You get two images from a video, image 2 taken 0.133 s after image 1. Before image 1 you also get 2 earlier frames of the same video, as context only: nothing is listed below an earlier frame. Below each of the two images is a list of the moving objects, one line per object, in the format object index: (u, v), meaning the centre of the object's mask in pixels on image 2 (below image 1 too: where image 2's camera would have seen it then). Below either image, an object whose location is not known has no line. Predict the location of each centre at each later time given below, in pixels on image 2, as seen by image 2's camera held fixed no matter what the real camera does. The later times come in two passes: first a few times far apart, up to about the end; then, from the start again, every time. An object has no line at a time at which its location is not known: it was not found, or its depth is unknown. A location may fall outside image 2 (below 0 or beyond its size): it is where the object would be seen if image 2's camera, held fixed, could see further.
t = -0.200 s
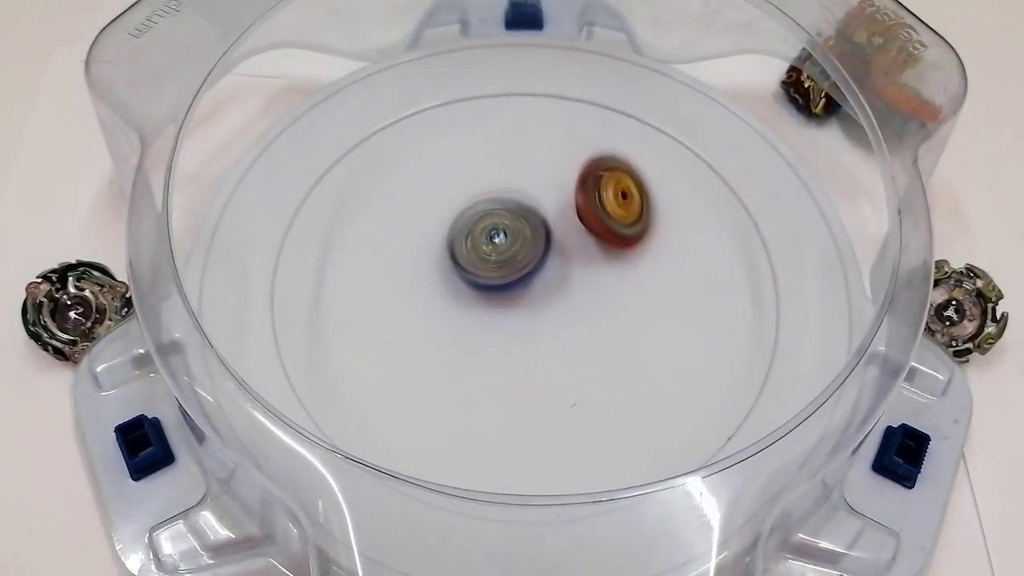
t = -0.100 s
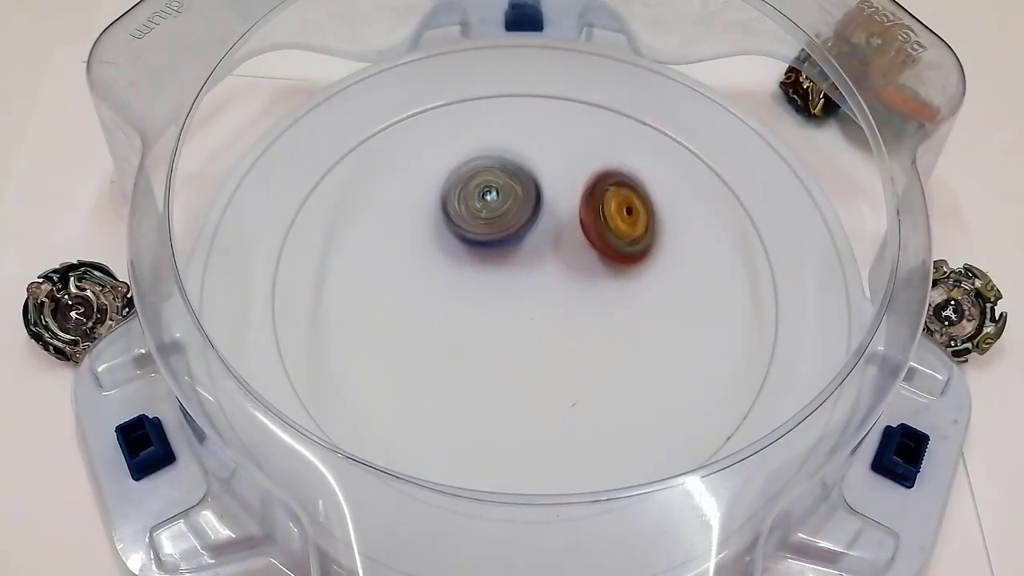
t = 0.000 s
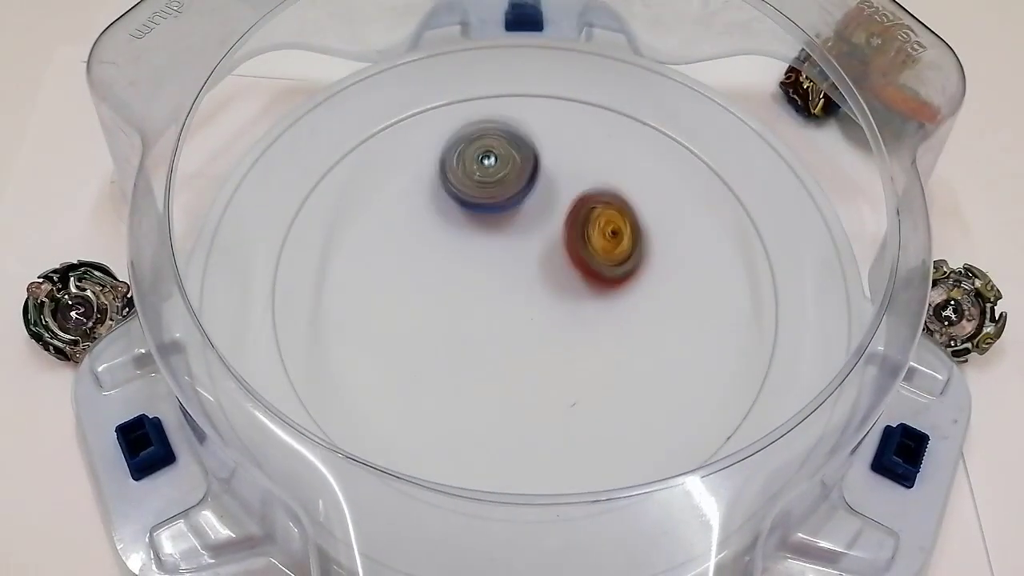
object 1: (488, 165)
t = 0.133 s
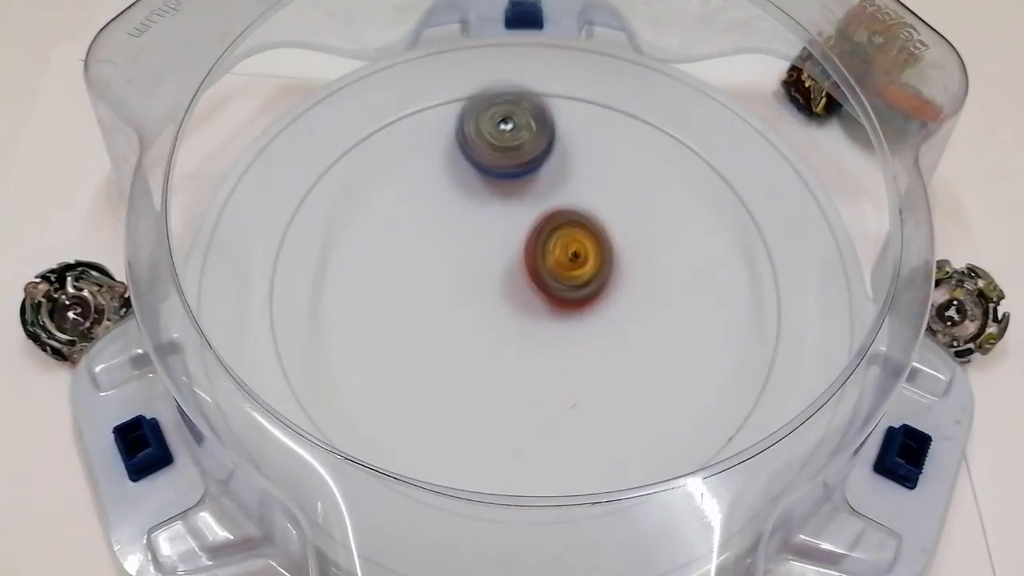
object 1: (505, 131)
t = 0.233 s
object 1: (534, 139)
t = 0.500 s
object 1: (566, 92)
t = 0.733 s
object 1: (580, 115)
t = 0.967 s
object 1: (515, 232)
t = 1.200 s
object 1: (457, 320)
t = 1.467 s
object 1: (456, 390)
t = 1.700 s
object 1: (527, 368)
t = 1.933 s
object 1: (598, 305)
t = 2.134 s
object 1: (622, 239)
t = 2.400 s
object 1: (597, 173)
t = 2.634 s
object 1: (525, 181)
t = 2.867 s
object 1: (448, 216)
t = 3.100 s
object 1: (409, 272)
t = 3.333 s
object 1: (452, 336)
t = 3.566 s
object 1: (537, 339)
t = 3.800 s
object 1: (612, 308)
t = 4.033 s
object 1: (628, 256)
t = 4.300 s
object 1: (576, 211)
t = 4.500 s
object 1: (512, 203)
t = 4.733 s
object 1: (444, 212)
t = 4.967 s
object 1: (433, 252)
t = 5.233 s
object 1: (478, 317)
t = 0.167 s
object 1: (514, 129)
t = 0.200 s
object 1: (525, 131)
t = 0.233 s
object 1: (534, 139)
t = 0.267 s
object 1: (541, 150)
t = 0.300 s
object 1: (545, 165)
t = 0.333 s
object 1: (546, 178)
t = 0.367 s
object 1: (549, 173)
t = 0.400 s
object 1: (555, 145)
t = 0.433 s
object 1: (561, 121)
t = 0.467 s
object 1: (564, 104)
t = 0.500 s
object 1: (566, 92)
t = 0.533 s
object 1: (570, 86)
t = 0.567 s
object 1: (574, 83)
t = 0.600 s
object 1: (577, 83)
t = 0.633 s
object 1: (580, 88)
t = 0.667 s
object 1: (581, 94)
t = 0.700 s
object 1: (581, 104)
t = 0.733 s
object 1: (580, 115)
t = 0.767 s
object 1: (577, 131)
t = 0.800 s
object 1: (571, 144)
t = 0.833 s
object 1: (561, 160)
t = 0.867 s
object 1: (550, 179)
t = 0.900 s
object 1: (540, 197)
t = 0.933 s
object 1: (528, 216)
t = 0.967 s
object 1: (515, 232)
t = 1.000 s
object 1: (504, 247)
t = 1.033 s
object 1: (495, 260)
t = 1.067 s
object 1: (485, 273)
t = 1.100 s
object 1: (476, 284)
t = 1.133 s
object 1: (470, 296)
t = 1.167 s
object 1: (463, 310)
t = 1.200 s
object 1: (457, 320)
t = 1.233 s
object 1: (452, 331)
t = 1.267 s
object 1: (449, 344)
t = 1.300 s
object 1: (447, 352)
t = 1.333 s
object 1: (446, 362)
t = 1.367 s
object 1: (446, 372)
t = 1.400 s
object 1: (447, 378)
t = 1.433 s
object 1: (450, 385)
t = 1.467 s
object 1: (456, 390)
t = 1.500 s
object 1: (462, 393)
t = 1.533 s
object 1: (471, 394)
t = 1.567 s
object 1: (478, 393)
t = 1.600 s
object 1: (489, 389)
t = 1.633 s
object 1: (501, 383)
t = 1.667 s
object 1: (512, 376)
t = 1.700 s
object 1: (527, 368)
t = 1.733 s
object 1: (538, 361)
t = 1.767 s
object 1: (549, 352)
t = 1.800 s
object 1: (561, 344)
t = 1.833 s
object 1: (571, 335)
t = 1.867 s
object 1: (582, 325)
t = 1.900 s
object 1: (590, 316)
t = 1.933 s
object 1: (598, 305)
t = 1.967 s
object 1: (606, 294)
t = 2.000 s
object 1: (611, 283)
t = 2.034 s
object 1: (616, 272)
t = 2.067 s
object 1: (618, 261)
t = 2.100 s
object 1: (621, 249)
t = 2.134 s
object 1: (622, 239)
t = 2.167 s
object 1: (623, 228)
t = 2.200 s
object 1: (622, 219)
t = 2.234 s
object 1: (619, 208)
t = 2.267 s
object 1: (619, 199)
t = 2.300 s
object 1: (614, 191)
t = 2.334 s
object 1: (610, 184)
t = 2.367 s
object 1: (603, 178)
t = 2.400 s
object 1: (597, 173)
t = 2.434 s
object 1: (588, 172)
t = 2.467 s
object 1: (580, 169)
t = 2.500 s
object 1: (570, 170)
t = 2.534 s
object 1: (559, 171)
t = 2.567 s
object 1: (549, 174)
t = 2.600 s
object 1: (535, 176)
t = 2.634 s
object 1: (525, 181)
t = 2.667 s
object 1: (511, 184)
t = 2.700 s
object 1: (502, 189)
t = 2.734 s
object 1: (489, 193)
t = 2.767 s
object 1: (479, 198)
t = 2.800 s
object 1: (468, 203)
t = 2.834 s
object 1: (459, 209)
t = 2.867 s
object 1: (448, 216)
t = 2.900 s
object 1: (440, 221)
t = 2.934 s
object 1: (431, 229)
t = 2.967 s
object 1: (425, 237)
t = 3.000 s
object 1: (419, 246)
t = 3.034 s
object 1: (415, 254)
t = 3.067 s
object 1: (411, 262)
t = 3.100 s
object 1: (409, 272)
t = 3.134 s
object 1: (411, 290)
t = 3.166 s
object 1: (413, 299)
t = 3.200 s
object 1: (421, 314)
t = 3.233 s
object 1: (428, 322)
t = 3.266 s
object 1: (435, 327)
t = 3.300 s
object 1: (444, 334)
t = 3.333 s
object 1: (452, 336)
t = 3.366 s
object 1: (464, 341)
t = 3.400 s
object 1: (475, 342)
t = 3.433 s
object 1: (487, 345)
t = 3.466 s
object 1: (500, 343)
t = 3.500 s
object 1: (512, 344)
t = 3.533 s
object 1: (525, 341)
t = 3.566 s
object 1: (537, 339)
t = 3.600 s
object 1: (551, 336)
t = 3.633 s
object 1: (561, 332)
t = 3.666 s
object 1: (575, 329)
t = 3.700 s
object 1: (584, 324)
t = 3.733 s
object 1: (596, 320)
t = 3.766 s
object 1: (604, 313)
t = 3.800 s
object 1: (612, 308)
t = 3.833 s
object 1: (619, 299)
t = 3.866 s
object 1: (623, 293)
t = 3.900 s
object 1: (628, 286)
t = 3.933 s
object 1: (630, 278)
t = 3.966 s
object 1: (630, 271)
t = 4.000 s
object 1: (631, 265)
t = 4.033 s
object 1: (628, 256)
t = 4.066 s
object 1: (625, 249)
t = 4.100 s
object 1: (621, 243)
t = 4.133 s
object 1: (614, 237)
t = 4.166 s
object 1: (610, 231)
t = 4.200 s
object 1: (602, 224)
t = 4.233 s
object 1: (594, 221)
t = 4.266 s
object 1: (586, 215)
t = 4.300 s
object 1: (576, 211)
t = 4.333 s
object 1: (567, 209)
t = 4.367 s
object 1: (556, 205)
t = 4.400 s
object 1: (544, 205)
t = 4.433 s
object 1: (534, 202)
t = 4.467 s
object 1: (523, 201)
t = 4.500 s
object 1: (512, 203)
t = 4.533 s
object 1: (501, 201)
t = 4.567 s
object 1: (489, 203)
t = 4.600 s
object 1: (479, 204)
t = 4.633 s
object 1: (469, 204)
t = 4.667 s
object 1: (460, 207)
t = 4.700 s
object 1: (452, 209)
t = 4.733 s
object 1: (444, 212)
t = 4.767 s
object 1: (438, 215)
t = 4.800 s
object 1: (434, 220)
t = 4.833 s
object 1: (430, 226)
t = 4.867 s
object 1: (429, 230)
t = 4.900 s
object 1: (429, 238)
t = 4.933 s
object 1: (431, 245)
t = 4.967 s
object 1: (433, 252)
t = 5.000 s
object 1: (437, 262)
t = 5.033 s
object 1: (442, 270)
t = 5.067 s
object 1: (445, 278)
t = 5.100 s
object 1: (450, 287)
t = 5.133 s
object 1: (457, 294)
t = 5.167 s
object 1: (462, 301)
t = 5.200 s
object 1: (469, 311)
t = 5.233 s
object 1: (478, 317)
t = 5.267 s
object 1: (484, 323)
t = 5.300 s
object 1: (493, 330)
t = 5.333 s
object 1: (503, 334)
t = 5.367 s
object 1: (511, 338)
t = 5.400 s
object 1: (521, 342)
